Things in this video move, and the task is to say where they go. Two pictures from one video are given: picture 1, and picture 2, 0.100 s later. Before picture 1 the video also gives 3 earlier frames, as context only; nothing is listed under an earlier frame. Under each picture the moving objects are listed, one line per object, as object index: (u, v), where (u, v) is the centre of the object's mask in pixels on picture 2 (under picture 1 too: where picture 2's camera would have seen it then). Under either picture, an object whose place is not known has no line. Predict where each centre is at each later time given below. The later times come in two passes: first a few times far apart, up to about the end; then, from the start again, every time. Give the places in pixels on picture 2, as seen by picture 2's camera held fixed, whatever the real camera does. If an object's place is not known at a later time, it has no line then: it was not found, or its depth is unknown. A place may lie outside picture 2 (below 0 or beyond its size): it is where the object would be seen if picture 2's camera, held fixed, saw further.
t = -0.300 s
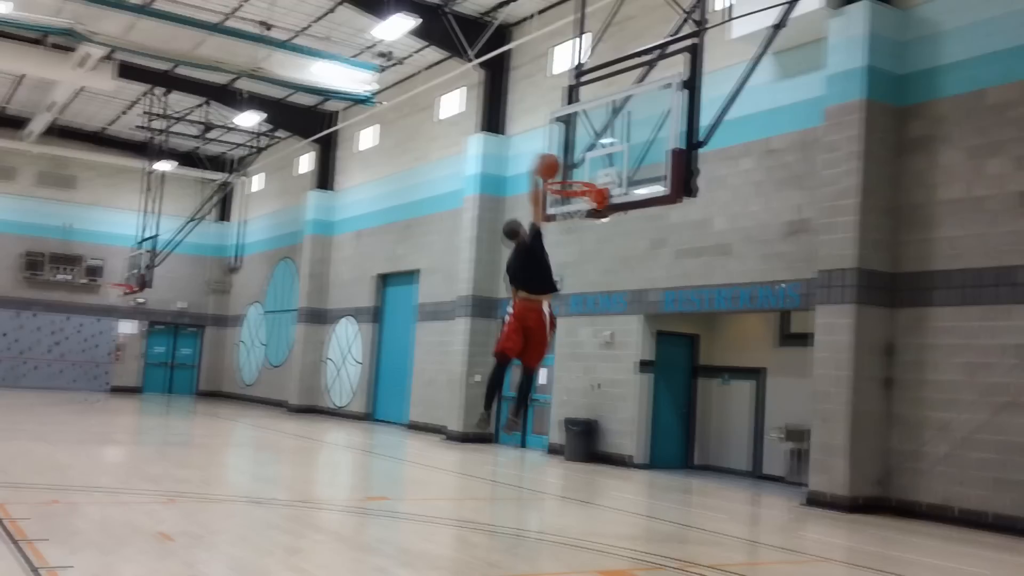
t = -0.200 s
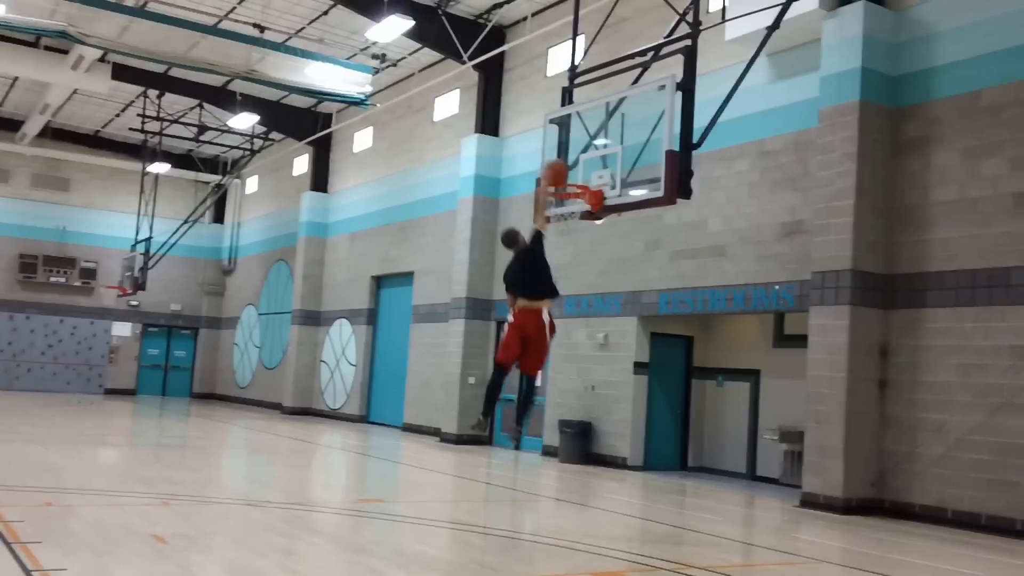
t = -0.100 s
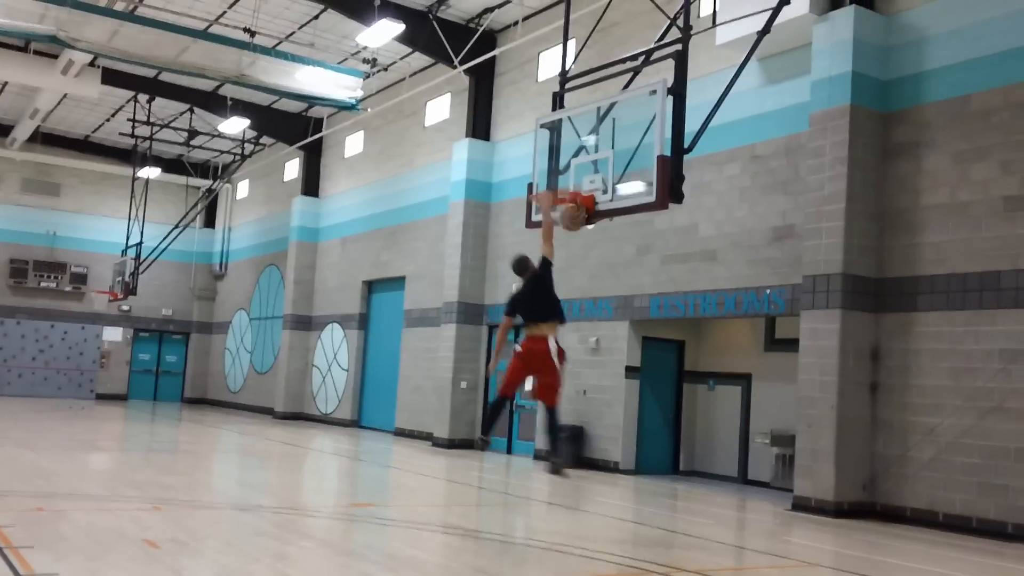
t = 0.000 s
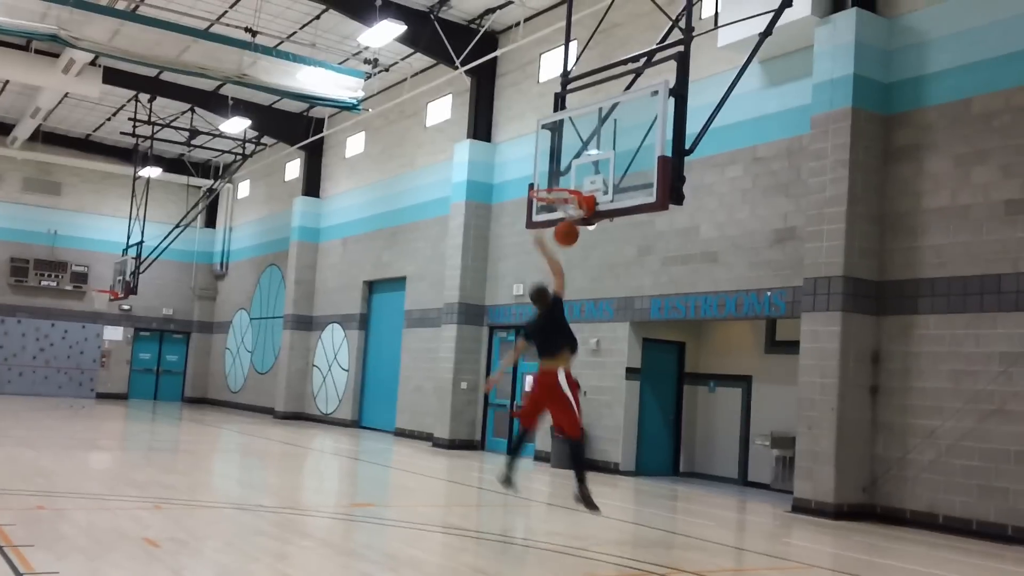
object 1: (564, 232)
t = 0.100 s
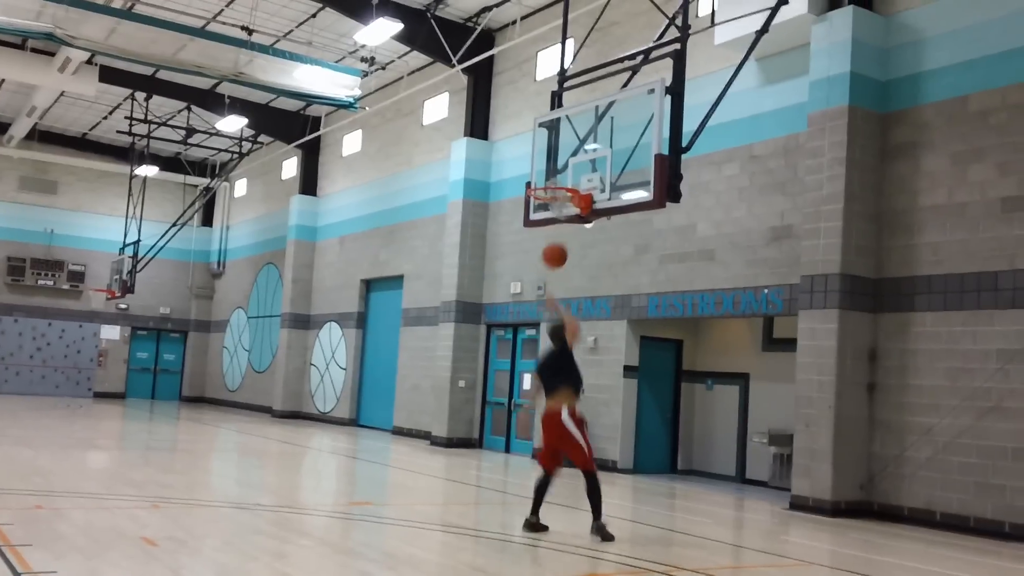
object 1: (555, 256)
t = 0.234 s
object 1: (542, 304)
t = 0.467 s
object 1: (516, 439)
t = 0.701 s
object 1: (490, 439)
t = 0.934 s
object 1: (464, 351)
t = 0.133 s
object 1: (552, 266)
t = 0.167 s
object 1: (548, 277)
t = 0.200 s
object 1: (545, 291)
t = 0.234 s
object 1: (542, 304)
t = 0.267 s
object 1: (538, 320)
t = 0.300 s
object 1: (534, 337)
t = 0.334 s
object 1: (532, 352)
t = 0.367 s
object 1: (527, 375)
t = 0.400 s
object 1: (523, 397)
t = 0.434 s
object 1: (520, 416)
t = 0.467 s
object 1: (516, 439)
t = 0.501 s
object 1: (512, 466)
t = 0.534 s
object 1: (508, 493)
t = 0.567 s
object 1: (504, 514)
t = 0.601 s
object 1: (500, 496)
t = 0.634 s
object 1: (497, 476)
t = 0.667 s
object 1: (493, 458)
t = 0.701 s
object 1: (490, 439)
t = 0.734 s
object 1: (487, 424)
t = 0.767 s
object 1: (483, 408)
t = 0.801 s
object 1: (479, 395)
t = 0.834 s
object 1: (475, 383)
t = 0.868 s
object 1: (472, 370)
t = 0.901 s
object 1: (469, 361)
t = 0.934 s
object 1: (464, 351)
